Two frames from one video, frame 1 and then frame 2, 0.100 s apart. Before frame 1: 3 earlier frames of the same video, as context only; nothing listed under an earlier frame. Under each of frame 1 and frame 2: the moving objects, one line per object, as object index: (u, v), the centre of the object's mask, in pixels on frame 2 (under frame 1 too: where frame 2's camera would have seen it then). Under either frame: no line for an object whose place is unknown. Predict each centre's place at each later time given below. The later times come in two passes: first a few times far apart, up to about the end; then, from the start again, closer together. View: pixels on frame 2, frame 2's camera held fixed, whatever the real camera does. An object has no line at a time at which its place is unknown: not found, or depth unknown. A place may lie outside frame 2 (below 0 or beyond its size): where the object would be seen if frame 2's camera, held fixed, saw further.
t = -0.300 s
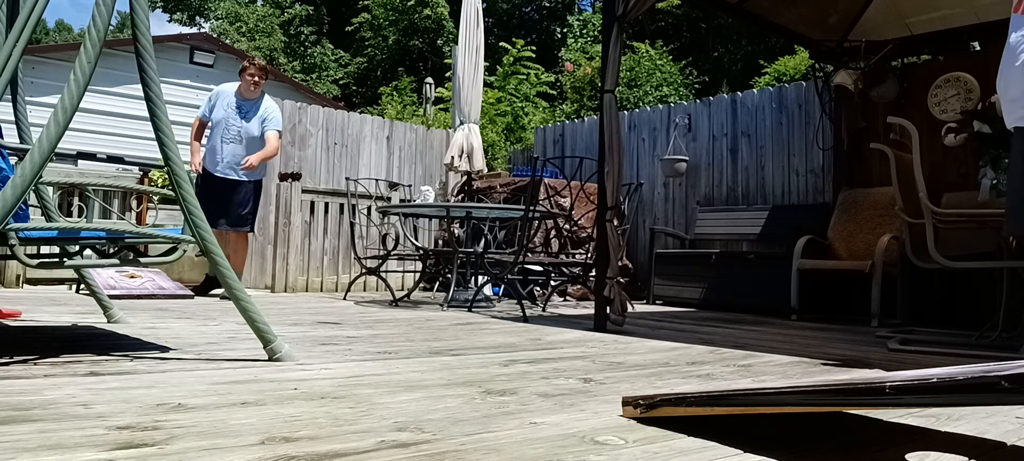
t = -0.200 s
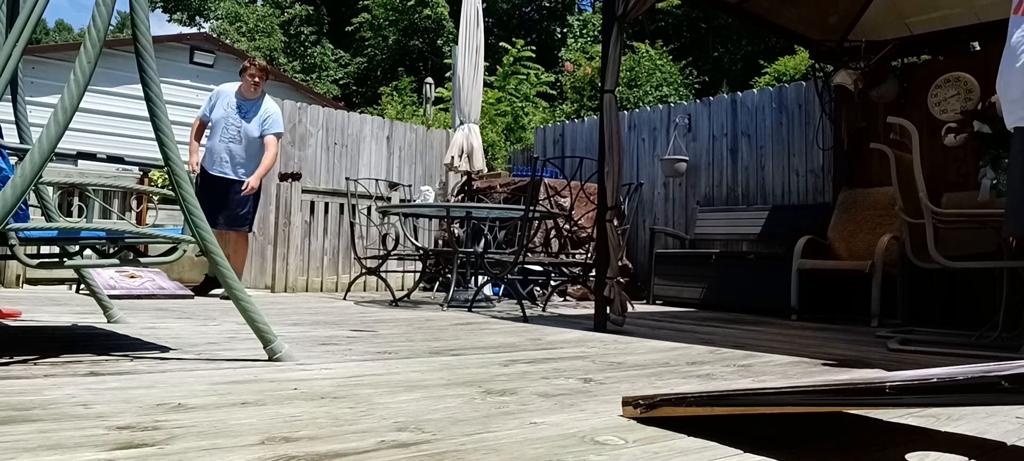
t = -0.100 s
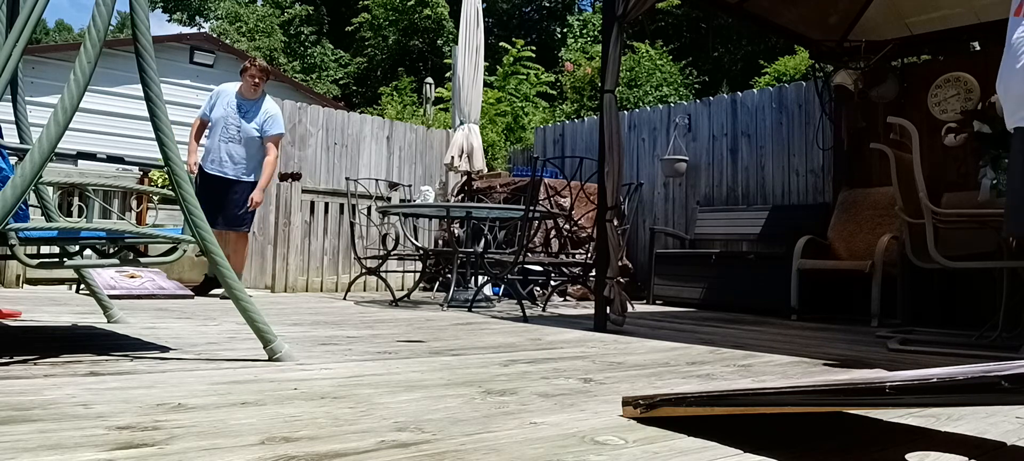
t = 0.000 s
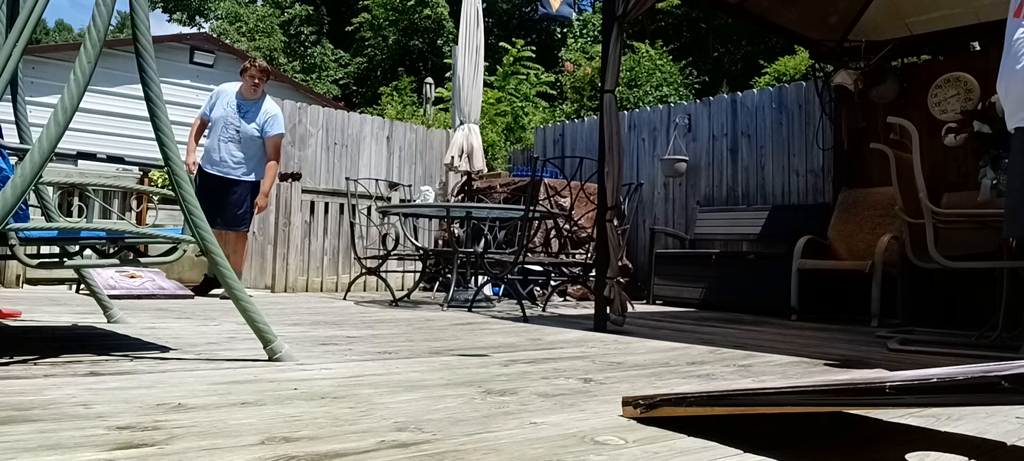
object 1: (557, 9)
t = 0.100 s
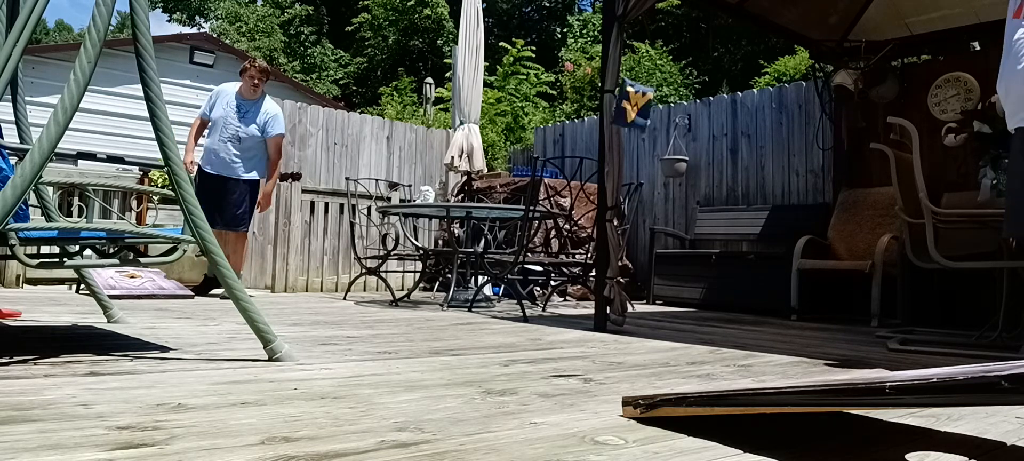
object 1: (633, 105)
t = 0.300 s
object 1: (786, 366)
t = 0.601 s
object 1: (789, 371)
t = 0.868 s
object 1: (788, 371)
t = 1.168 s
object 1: (789, 371)
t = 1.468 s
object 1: (788, 371)
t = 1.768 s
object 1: (789, 371)
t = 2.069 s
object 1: (788, 371)
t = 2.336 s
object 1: (788, 371)
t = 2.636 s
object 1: (788, 371)
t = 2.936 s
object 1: (788, 372)
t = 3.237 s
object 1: (788, 372)
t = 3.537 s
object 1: (788, 372)
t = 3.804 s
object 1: (788, 372)
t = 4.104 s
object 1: (788, 371)
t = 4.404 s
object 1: (788, 372)
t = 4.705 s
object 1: (788, 372)
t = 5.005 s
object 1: (788, 372)
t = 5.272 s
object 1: (788, 372)
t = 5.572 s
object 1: (788, 372)
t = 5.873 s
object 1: (788, 371)
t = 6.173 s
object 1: (788, 372)
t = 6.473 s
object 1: (788, 372)
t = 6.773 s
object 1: (788, 372)
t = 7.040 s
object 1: (788, 372)
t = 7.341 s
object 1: (788, 372)
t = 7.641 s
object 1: (788, 372)
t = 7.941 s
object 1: (788, 372)
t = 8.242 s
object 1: (788, 372)
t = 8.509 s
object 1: (788, 372)
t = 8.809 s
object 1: (788, 372)
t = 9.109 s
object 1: (788, 372)
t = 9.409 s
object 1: (788, 372)
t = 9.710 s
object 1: (788, 372)
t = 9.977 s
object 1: (788, 372)
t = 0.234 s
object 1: (770, 377)
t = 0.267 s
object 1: (782, 370)
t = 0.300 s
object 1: (786, 366)
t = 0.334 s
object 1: (790, 366)
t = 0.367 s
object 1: (790, 369)
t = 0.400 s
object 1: (790, 370)
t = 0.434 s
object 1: (789, 371)
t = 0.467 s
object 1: (789, 371)
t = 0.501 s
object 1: (789, 371)
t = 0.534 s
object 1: (789, 371)
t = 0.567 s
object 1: (789, 371)
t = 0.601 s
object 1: (789, 371)
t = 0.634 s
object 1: (789, 371)
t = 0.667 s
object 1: (789, 371)
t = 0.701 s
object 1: (788, 371)
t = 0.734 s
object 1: (789, 371)
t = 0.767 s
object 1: (788, 371)
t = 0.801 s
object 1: (788, 371)
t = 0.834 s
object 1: (789, 371)
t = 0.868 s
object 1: (788, 371)
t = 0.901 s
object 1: (788, 371)
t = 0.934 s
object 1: (789, 371)
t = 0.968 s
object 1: (789, 371)
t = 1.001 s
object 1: (788, 371)
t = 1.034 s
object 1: (789, 371)
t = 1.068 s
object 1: (789, 371)
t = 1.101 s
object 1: (789, 371)
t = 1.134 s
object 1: (789, 371)
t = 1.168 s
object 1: (789, 371)
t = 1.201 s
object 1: (788, 371)
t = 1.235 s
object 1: (788, 371)
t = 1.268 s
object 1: (788, 371)
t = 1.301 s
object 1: (788, 371)
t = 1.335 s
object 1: (788, 371)
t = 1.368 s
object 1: (788, 371)
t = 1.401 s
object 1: (788, 372)
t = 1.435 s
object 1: (788, 371)
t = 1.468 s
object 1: (788, 371)
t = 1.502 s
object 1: (788, 371)
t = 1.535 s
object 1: (788, 371)
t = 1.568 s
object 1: (788, 371)
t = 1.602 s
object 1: (788, 371)
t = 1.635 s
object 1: (788, 371)
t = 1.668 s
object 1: (788, 371)
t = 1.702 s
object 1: (788, 371)
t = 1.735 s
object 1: (789, 371)
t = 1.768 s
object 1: (789, 371)
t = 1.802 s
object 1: (789, 371)
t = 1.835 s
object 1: (789, 371)
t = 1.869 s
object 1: (788, 372)
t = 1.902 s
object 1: (788, 371)
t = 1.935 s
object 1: (788, 371)
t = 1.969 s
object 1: (788, 371)
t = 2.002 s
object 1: (788, 371)
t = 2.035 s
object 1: (788, 371)
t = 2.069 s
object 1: (788, 371)
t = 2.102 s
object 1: (788, 371)
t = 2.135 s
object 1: (788, 371)
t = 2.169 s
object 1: (788, 371)
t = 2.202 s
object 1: (788, 371)
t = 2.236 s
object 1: (788, 371)
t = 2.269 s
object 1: (789, 371)
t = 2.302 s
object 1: (788, 371)
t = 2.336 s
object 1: (788, 371)
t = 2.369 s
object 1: (788, 371)
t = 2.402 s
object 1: (788, 371)
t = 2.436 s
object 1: (789, 371)
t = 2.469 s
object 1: (788, 371)
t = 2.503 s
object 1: (788, 371)
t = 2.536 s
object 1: (788, 371)
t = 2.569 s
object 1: (788, 371)
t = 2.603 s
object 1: (788, 371)
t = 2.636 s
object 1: (788, 371)
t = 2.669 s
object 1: (788, 372)
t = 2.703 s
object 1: (788, 372)
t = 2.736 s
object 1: (788, 371)
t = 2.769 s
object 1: (788, 371)
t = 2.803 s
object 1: (788, 372)
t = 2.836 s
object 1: (788, 372)
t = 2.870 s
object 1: (788, 372)
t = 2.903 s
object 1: (788, 372)
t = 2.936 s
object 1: (788, 372)
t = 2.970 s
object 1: (788, 372)
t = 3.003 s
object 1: (788, 372)
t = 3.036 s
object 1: (788, 372)
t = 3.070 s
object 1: (788, 372)
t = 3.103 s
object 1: (788, 372)
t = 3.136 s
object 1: (788, 372)
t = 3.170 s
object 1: (788, 372)
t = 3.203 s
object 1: (788, 372)
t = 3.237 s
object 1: (788, 372)
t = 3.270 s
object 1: (788, 372)
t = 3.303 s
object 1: (788, 372)
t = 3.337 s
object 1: (788, 372)
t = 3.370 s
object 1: (788, 372)
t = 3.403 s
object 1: (788, 372)
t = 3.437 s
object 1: (788, 372)
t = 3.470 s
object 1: (788, 372)
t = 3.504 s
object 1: (788, 372)
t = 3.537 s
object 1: (788, 372)
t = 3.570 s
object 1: (788, 372)
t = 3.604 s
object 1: (788, 372)
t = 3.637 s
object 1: (788, 372)
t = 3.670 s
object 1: (788, 371)
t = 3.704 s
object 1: (788, 372)
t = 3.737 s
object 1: (788, 371)
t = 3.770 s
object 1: (788, 372)
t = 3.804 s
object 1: (788, 372)
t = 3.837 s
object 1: (788, 372)
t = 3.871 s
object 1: (788, 372)
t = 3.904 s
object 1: (788, 372)
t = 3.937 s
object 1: (788, 372)
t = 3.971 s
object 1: (788, 372)
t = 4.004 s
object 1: (788, 372)
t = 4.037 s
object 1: (788, 372)
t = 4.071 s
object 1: (788, 372)
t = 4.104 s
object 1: (788, 371)
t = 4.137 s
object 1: (788, 372)
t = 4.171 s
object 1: (788, 372)
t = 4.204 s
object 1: (788, 372)
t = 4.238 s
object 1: (788, 371)
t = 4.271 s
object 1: (788, 372)
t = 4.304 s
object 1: (788, 372)
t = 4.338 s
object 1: (789, 372)
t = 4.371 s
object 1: (788, 372)
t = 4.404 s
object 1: (788, 372)
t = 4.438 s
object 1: (788, 372)
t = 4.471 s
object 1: (788, 372)
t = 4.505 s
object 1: (788, 371)
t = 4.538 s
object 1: (788, 371)
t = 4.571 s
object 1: (788, 371)
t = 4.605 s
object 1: (788, 372)
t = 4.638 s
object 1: (788, 371)
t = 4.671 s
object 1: (788, 372)
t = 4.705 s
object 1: (788, 372)
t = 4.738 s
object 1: (788, 372)
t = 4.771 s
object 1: (788, 372)
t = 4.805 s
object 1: (788, 371)
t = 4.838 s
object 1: (788, 372)
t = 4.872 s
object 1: (788, 372)
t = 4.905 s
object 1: (788, 372)
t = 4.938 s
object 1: (788, 372)
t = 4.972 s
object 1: (788, 372)
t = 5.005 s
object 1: (788, 372)
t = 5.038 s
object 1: (788, 372)
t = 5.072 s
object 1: (788, 372)
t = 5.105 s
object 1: (788, 371)
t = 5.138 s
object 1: (788, 372)
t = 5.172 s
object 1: (788, 371)
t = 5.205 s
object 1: (788, 372)
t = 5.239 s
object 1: (788, 372)
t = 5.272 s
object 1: (788, 372)
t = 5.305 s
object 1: (788, 372)
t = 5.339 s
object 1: (788, 372)
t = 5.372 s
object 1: (788, 372)
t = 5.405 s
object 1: (788, 371)
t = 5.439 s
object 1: (788, 372)
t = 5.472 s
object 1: (788, 372)
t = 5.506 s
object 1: (788, 372)
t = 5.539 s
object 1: (788, 372)
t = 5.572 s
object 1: (788, 372)
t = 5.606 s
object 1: (788, 372)
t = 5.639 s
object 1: (788, 371)
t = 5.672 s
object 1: (788, 371)
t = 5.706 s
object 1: (788, 371)
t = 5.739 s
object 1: (788, 372)
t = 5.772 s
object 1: (788, 372)
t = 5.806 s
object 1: (788, 372)
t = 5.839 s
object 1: (788, 371)
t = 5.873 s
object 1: (788, 371)
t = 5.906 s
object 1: (788, 371)
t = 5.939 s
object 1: (788, 372)
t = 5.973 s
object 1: (788, 372)
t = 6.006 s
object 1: (788, 372)
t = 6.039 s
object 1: (788, 372)
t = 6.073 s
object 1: (788, 372)
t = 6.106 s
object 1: (788, 372)
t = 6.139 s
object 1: (788, 372)
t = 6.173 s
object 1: (788, 372)
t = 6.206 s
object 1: (788, 372)
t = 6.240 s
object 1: (788, 372)
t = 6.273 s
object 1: (788, 372)
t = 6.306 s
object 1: (788, 372)
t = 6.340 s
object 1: (788, 372)
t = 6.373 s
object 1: (788, 372)
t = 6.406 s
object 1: (788, 372)
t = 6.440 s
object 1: (788, 372)
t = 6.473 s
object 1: (788, 372)
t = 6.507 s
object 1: (788, 372)
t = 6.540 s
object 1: (788, 372)
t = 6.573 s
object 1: (788, 372)
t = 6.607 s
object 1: (788, 372)
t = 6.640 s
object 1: (788, 372)
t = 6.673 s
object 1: (788, 372)
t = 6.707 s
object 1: (788, 372)
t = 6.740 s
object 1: (788, 372)
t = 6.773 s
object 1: (788, 372)
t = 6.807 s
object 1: (788, 372)
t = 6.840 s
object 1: (788, 372)
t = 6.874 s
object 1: (788, 372)
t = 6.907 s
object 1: (788, 372)
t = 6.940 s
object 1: (788, 372)
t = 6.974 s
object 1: (788, 372)
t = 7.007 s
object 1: (788, 372)
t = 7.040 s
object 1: (788, 372)
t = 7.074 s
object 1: (788, 372)
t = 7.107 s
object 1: (788, 372)
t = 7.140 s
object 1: (788, 372)
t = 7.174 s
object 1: (788, 372)
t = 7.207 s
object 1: (788, 372)
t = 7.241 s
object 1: (788, 372)
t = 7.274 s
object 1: (788, 372)
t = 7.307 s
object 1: (788, 372)
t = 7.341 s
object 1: (788, 372)
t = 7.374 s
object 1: (788, 372)
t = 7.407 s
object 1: (788, 372)
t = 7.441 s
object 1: (788, 372)
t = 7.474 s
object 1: (788, 372)
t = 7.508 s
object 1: (788, 372)
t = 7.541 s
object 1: (788, 372)
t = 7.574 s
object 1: (788, 372)
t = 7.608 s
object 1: (788, 372)
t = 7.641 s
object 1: (788, 372)
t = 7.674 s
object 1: (788, 372)
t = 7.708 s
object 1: (788, 372)
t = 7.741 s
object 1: (788, 372)
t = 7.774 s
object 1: (788, 372)
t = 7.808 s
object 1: (788, 372)
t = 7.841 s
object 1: (788, 372)
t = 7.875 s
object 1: (788, 372)
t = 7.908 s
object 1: (788, 372)
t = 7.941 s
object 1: (788, 372)
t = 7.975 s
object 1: (788, 372)
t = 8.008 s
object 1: (788, 372)
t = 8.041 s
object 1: (788, 372)
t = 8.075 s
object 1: (788, 372)
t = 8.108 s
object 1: (788, 372)
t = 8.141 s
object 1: (788, 372)
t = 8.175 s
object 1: (788, 372)
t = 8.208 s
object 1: (788, 372)
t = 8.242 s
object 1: (788, 372)
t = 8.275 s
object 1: (788, 372)
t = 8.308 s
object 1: (788, 372)
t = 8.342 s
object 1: (788, 372)
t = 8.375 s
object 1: (788, 372)
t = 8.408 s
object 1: (788, 372)
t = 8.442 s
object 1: (788, 372)
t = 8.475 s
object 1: (788, 372)
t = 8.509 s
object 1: (788, 372)
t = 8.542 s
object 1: (788, 372)
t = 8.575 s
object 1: (788, 372)
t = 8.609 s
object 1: (788, 372)
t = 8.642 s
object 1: (788, 372)
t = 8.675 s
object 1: (788, 372)
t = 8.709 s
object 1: (788, 372)
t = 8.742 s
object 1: (788, 372)
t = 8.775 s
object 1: (788, 372)
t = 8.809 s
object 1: (788, 372)
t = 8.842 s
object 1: (788, 372)
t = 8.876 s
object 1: (788, 372)
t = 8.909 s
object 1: (788, 372)
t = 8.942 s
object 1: (788, 372)
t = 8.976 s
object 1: (788, 372)
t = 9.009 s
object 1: (788, 372)
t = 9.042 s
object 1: (788, 372)
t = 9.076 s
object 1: (788, 372)
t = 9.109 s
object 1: (788, 372)
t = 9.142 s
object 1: (788, 372)
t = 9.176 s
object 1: (788, 372)
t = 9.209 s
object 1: (788, 372)
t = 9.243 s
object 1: (788, 372)
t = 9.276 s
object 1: (788, 372)
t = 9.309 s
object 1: (788, 372)
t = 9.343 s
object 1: (788, 372)
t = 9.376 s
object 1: (788, 372)
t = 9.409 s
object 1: (788, 372)
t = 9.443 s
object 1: (788, 372)
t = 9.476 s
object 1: (788, 372)
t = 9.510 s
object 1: (788, 372)
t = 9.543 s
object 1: (788, 372)
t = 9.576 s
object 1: (788, 372)
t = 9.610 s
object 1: (788, 372)
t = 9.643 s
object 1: (788, 372)
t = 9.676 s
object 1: (788, 372)
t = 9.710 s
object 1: (788, 372)
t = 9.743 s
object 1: (788, 372)
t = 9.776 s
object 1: (788, 372)
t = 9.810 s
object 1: (788, 372)
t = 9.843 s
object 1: (788, 372)
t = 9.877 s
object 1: (788, 372)
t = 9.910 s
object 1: (788, 372)
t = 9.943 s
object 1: (788, 372)
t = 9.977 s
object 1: (788, 372)
